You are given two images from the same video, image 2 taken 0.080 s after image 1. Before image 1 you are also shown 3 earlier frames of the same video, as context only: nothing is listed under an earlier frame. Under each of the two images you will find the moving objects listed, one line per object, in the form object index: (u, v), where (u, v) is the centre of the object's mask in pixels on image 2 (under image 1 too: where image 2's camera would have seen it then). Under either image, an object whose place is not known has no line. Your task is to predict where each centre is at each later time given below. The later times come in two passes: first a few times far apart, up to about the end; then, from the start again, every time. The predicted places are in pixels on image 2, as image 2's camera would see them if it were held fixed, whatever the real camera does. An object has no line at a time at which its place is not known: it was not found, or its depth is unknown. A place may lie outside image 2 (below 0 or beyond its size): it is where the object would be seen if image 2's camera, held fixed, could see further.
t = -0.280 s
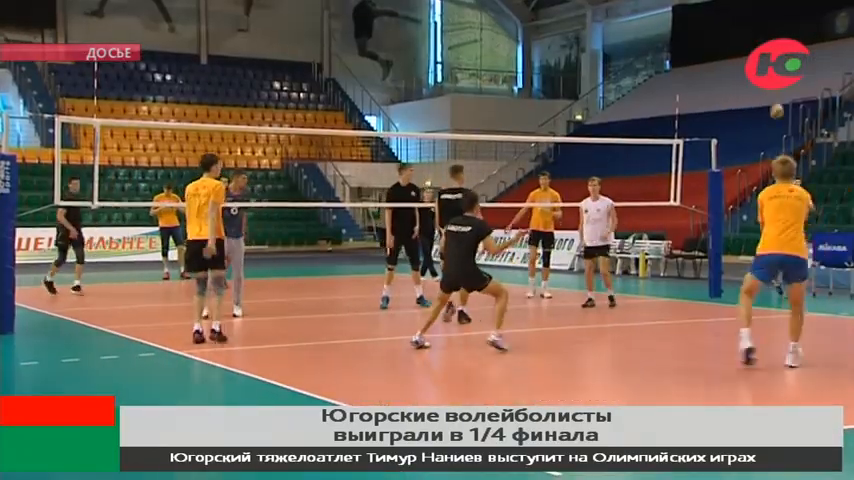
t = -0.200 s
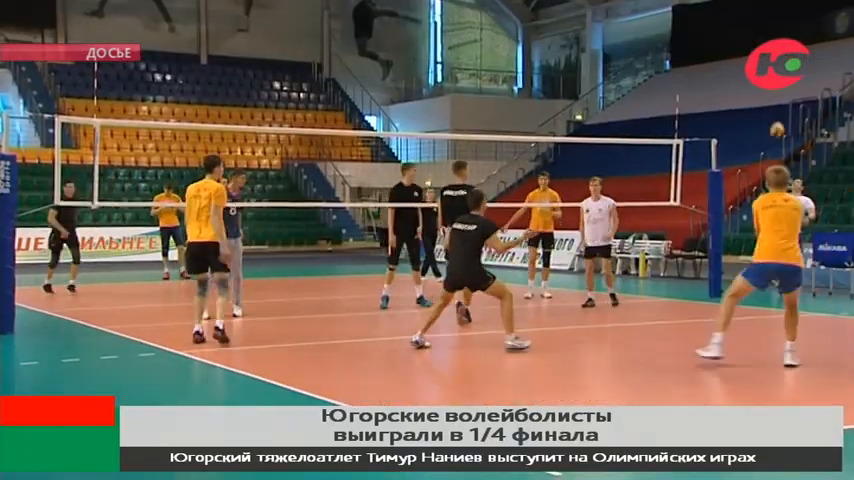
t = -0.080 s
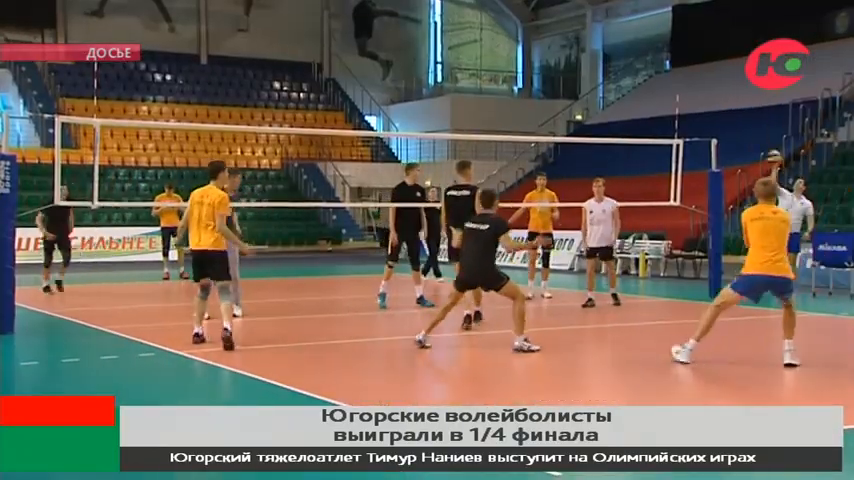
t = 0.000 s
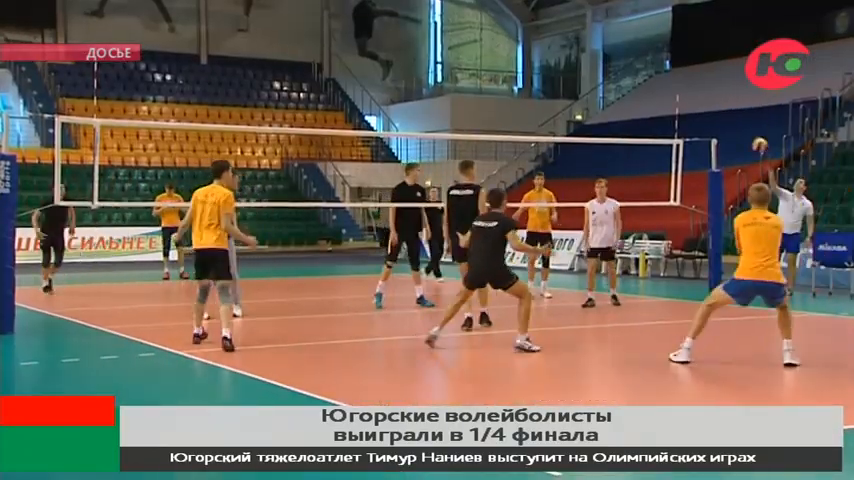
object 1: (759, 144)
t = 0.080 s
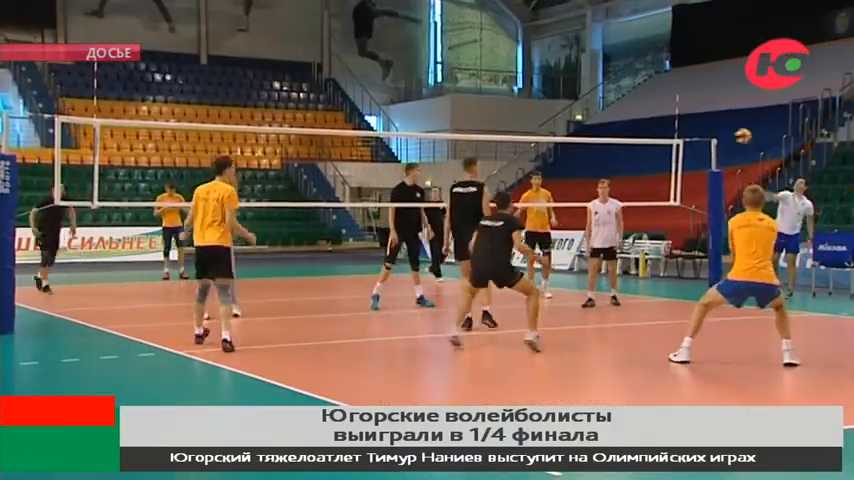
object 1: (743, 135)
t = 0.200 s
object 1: (715, 130)
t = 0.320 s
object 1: (684, 136)
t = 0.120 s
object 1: (734, 132)
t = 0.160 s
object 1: (724, 130)
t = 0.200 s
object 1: (715, 130)
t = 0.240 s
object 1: (705, 131)
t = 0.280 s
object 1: (694, 133)
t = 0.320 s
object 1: (684, 136)
